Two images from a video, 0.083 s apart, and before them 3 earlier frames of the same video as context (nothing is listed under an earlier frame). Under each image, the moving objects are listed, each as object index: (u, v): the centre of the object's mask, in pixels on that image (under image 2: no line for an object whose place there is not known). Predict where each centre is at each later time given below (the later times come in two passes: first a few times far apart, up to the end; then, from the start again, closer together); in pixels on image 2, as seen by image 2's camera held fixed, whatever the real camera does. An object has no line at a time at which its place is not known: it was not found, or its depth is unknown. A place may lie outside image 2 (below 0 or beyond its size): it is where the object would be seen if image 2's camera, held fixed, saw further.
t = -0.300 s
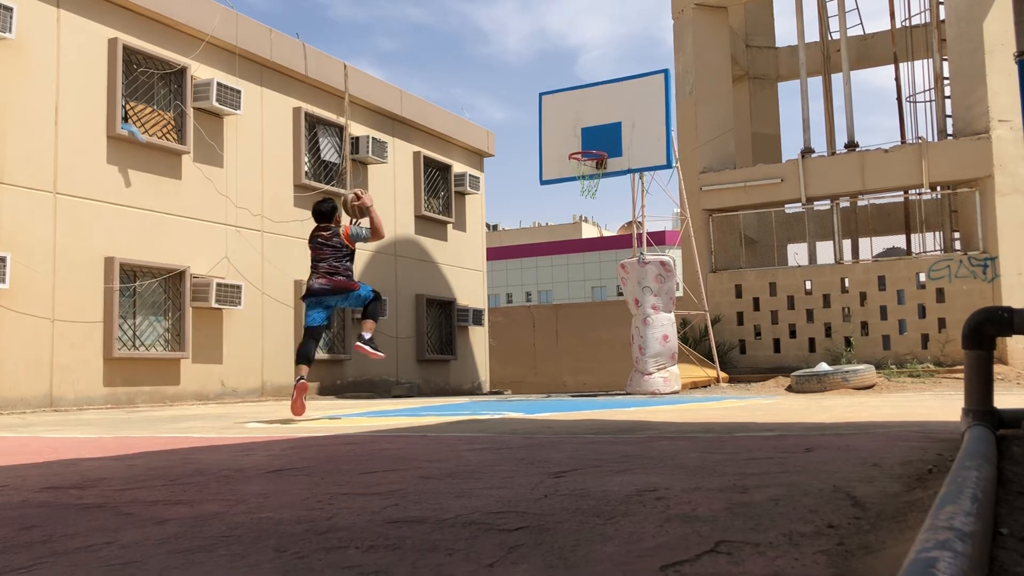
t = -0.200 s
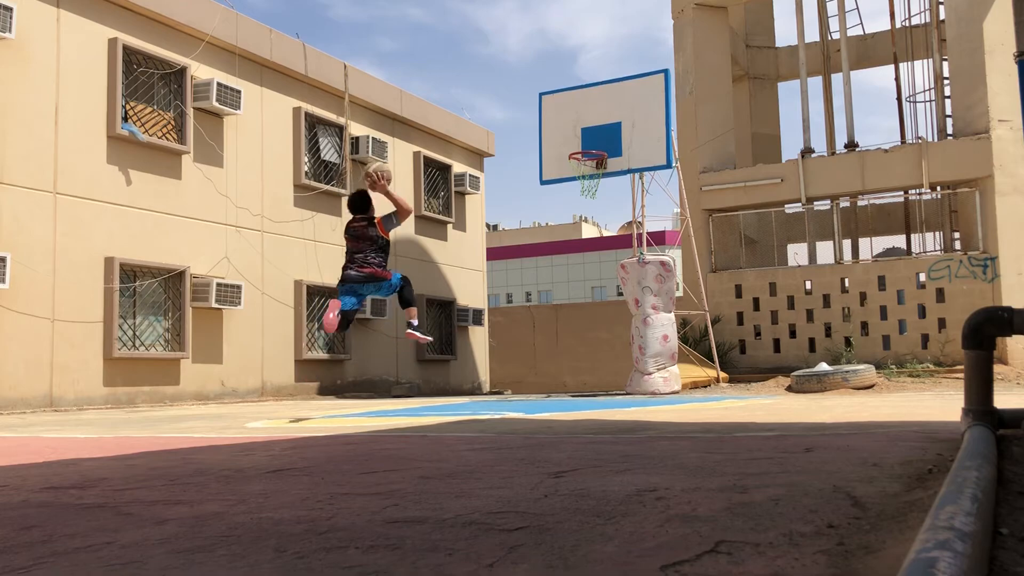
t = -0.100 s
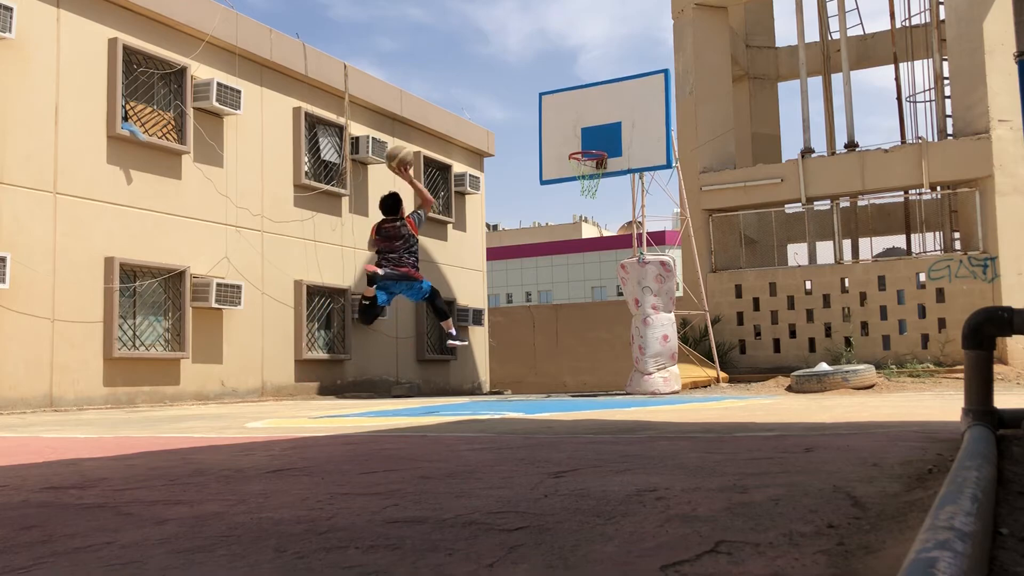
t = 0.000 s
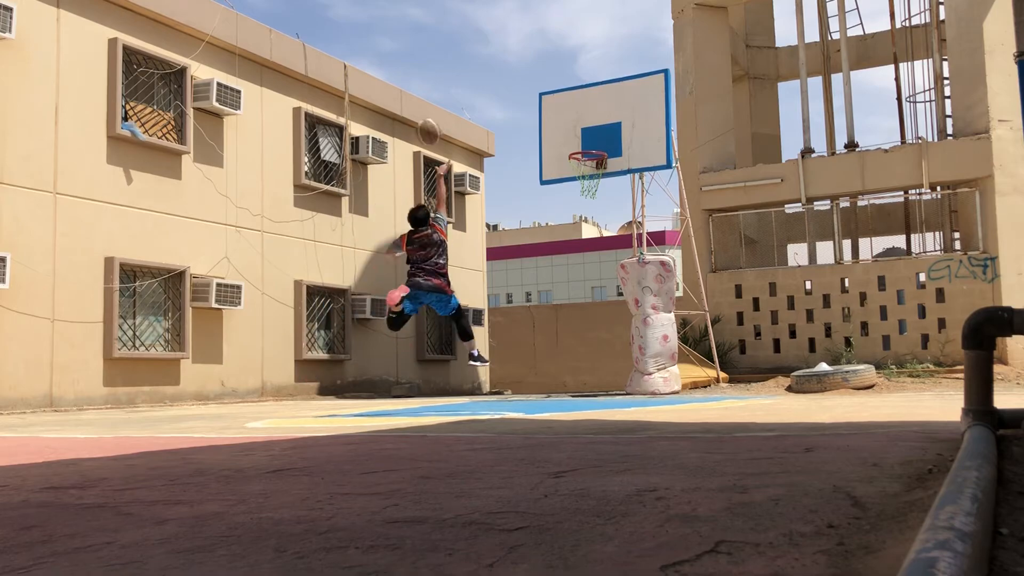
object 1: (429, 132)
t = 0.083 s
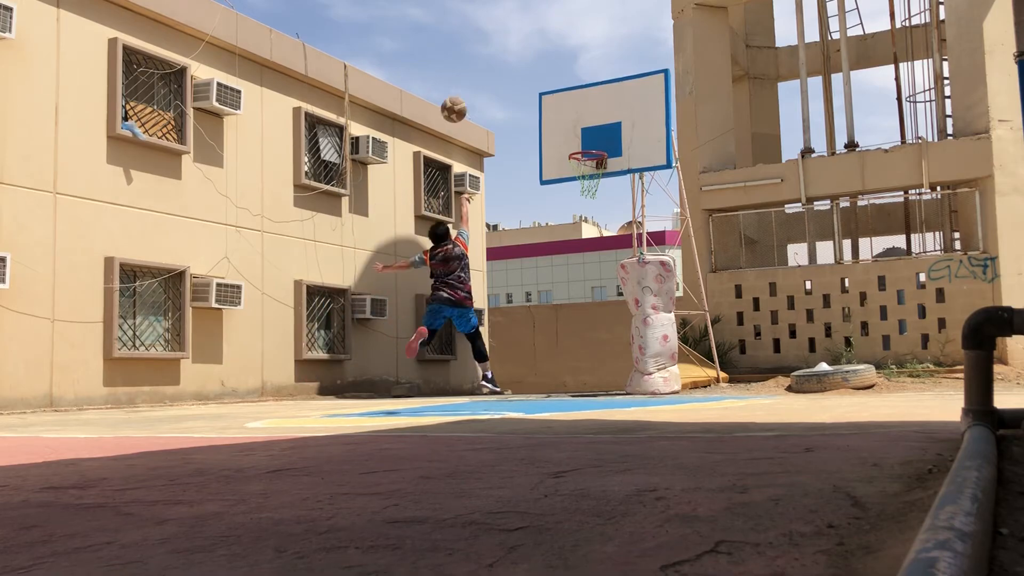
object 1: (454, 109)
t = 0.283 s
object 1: (505, 89)
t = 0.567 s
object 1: (566, 122)
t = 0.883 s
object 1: (616, 224)
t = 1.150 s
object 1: (656, 372)
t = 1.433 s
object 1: (661, 267)
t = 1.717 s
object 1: (664, 189)
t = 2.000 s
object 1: (671, 175)
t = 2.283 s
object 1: (682, 237)
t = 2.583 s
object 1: (699, 389)
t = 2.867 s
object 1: (711, 257)
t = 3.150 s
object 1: (727, 204)
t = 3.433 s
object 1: (750, 237)
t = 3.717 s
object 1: (779, 372)
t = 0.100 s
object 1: (458, 106)
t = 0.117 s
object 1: (463, 103)
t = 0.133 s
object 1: (468, 100)
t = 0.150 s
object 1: (472, 97)
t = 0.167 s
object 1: (476, 95)
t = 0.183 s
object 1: (481, 94)
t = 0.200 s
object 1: (485, 92)
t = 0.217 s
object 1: (489, 91)
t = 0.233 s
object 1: (493, 90)
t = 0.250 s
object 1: (498, 89)
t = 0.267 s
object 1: (502, 89)
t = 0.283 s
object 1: (505, 89)
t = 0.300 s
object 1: (509, 89)
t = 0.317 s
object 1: (513, 89)
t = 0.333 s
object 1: (517, 90)
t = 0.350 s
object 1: (521, 91)
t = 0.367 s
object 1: (524, 92)
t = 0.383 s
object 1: (528, 93)
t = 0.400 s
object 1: (532, 95)
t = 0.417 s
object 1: (536, 96)
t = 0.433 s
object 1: (539, 98)
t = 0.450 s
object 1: (542, 100)
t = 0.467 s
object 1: (546, 102)
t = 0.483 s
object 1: (549, 105)
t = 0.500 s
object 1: (552, 108)
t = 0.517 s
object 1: (556, 111)
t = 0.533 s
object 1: (560, 114)
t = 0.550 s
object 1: (563, 117)
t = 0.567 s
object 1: (566, 122)
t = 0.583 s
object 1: (569, 125)
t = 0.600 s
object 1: (571, 129)
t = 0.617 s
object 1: (575, 133)
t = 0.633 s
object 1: (578, 137)
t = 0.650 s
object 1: (581, 142)
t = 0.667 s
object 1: (584, 146)
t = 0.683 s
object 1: (587, 151)
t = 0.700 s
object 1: (590, 157)
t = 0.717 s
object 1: (591, 160)
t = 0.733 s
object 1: (595, 164)
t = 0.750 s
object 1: (596, 171)
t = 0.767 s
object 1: (599, 177)
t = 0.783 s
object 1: (601, 182)
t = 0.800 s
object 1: (603, 189)
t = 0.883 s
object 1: (616, 224)
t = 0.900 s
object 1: (617, 230)
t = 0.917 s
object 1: (620, 238)
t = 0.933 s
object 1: (623, 246)
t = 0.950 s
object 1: (625, 254)
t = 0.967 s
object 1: (627, 262)
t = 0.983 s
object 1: (629, 272)
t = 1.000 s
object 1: (632, 281)
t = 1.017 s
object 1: (634, 290)
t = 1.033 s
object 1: (637, 301)
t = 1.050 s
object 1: (640, 309)
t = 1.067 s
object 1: (643, 319)
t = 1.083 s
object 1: (645, 329)
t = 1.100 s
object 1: (647, 340)
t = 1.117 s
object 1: (651, 350)
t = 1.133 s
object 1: (655, 361)
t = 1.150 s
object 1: (656, 372)
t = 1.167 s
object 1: (659, 384)
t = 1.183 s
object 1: (660, 391)
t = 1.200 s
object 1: (661, 380)
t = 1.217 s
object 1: (660, 371)
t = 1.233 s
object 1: (660, 362)
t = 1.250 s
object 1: (659, 353)
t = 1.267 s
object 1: (659, 343)
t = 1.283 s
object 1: (660, 335)
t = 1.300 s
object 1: (660, 327)
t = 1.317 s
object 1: (660, 318)
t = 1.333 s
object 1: (660, 310)
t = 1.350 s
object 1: (661, 303)
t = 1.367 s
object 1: (661, 295)
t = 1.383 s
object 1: (660, 287)
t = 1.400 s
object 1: (661, 281)
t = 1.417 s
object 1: (661, 274)
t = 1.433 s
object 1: (661, 267)
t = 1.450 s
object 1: (662, 261)
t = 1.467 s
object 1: (662, 255)
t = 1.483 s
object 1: (661, 249)
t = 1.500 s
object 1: (662, 243)
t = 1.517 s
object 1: (661, 237)
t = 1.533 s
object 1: (661, 232)
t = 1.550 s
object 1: (661, 227)
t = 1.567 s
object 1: (661, 222)
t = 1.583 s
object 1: (662, 217)
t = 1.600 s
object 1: (662, 213)
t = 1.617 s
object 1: (662, 209)
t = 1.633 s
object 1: (662, 205)
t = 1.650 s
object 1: (663, 202)
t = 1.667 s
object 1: (663, 198)
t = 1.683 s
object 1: (663, 195)
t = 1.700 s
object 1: (663, 191)
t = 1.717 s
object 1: (664, 189)
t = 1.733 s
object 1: (664, 186)
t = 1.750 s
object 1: (664, 183)
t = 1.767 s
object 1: (665, 181)
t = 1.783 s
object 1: (665, 179)
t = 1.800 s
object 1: (665, 177)
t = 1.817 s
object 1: (666, 176)
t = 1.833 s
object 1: (666, 175)
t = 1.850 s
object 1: (666, 174)
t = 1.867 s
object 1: (667, 173)
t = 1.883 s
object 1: (667, 173)
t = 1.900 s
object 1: (667, 173)
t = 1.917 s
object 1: (667, 173)
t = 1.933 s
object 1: (669, 173)
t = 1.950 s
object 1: (669, 173)
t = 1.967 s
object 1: (670, 174)
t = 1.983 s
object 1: (670, 174)
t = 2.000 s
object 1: (671, 175)
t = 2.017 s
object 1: (671, 177)
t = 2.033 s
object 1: (672, 178)
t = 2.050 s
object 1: (673, 180)
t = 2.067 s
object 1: (674, 183)
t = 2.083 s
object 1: (674, 186)
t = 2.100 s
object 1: (674, 188)
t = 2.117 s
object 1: (675, 191)
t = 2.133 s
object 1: (676, 194)
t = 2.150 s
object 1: (676, 198)
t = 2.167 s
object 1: (677, 203)
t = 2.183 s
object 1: (678, 206)
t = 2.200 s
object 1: (678, 211)
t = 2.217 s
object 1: (679, 216)
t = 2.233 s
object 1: (680, 220)
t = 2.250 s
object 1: (681, 226)
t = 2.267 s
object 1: (681, 231)
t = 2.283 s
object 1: (682, 237)
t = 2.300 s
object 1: (683, 244)
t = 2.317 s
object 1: (684, 251)
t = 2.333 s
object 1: (684, 258)
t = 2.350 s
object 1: (685, 265)
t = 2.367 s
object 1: (687, 273)
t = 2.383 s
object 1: (687, 280)
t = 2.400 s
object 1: (688, 288)
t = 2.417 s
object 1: (690, 298)
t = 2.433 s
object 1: (691, 305)
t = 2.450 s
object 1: (690, 316)
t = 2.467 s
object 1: (690, 325)
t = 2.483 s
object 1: (692, 335)
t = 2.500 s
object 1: (695, 345)
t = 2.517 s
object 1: (696, 356)
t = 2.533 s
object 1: (695, 367)
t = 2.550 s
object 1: (697, 379)
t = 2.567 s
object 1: (698, 390)
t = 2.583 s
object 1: (699, 389)
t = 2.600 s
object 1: (700, 379)
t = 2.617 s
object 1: (700, 367)
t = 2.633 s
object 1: (701, 358)
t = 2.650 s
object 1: (702, 349)
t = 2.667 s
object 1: (703, 342)
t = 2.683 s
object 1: (702, 334)
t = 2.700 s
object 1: (704, 325)
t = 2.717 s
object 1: (704, 317)
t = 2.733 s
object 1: (705, 309)
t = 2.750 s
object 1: (706, 301)
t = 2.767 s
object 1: (706, 294)
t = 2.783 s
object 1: (706, 287)
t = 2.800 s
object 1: (707, 280)
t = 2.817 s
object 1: (708, 274)
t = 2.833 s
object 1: (709, 268)
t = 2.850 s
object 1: (710, 262)
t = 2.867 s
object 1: (711, 257)
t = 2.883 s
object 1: (711, 251)
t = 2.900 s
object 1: (712, 247)
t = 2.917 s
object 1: (713, 242)
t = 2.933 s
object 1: (714, 237)
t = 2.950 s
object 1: (715, 233)
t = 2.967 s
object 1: (716, 229)
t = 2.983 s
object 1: (717, 225)
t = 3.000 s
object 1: (718, 221)
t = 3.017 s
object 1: (720, 217)
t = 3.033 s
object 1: (721, 215)
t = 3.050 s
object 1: (722, 213)
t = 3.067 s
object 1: (722, 211)
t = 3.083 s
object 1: (723, 209)
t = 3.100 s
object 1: (724, 207)
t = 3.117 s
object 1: (725, 206)
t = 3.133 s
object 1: (726, 205)
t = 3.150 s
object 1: (727, 204)
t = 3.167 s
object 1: (728, 204)
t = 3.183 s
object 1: (730, 203)
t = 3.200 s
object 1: (731, 203)
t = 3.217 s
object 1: (732, 203)
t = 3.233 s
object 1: (733, 203)
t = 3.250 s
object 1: (735, 204)
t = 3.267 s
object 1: (736, 206)
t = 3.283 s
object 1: (737, 208)
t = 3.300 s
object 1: (738, 209)
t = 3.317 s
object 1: (740, 212)
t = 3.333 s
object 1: (741, 214)
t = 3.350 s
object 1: (743, 217)
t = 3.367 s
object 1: (745, 220)
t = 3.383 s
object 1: (746, 224)
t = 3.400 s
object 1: (747, 228)
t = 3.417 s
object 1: (749, 233)
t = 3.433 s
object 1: (750, 237)
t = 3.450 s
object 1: (752, 242)
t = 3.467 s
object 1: (753, 247)
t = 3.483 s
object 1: (754, 253)
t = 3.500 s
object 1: (756, 258)
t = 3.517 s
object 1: (757, 264)
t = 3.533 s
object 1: (759, 271)
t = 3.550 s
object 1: (761, 279)
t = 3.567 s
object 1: (763, 286)
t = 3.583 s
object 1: (765, 294)
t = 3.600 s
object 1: (767, 301)
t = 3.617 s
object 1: (769, 310)
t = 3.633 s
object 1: (770, 320)
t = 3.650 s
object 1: (772, 330)
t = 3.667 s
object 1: (774, 340)
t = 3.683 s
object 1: (776, 350)
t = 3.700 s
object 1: (778, 361)
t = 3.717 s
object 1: (779, 372)
